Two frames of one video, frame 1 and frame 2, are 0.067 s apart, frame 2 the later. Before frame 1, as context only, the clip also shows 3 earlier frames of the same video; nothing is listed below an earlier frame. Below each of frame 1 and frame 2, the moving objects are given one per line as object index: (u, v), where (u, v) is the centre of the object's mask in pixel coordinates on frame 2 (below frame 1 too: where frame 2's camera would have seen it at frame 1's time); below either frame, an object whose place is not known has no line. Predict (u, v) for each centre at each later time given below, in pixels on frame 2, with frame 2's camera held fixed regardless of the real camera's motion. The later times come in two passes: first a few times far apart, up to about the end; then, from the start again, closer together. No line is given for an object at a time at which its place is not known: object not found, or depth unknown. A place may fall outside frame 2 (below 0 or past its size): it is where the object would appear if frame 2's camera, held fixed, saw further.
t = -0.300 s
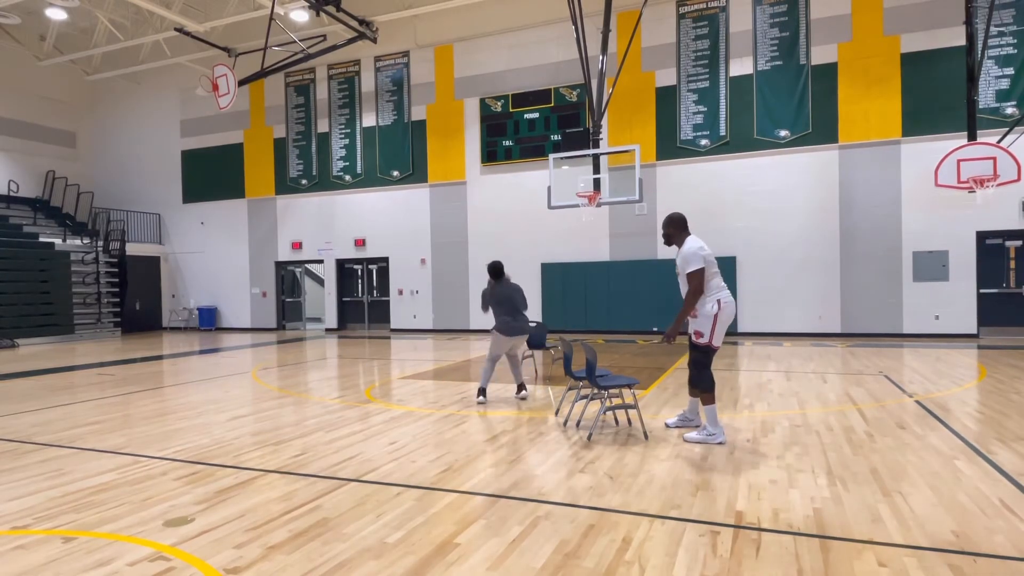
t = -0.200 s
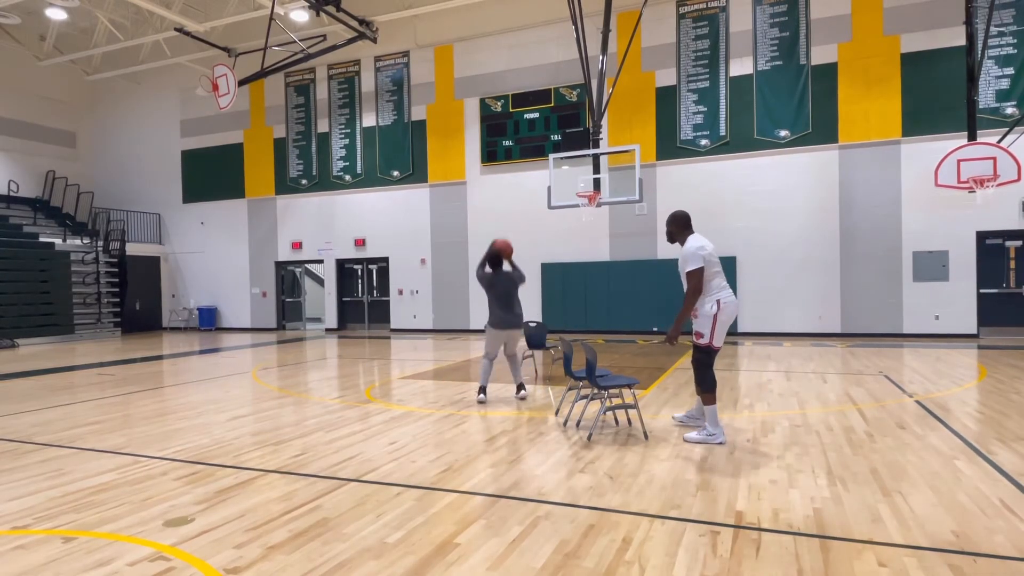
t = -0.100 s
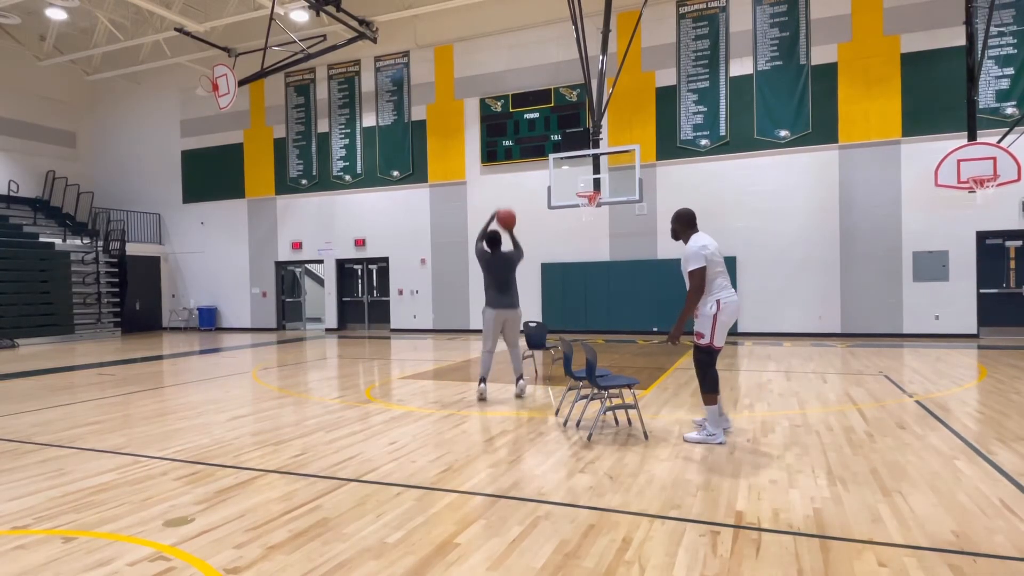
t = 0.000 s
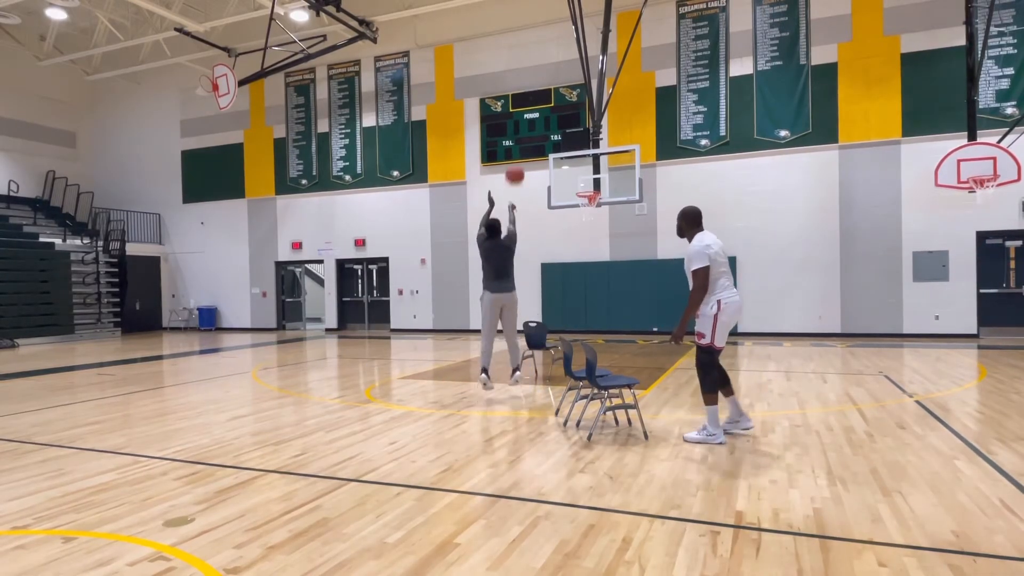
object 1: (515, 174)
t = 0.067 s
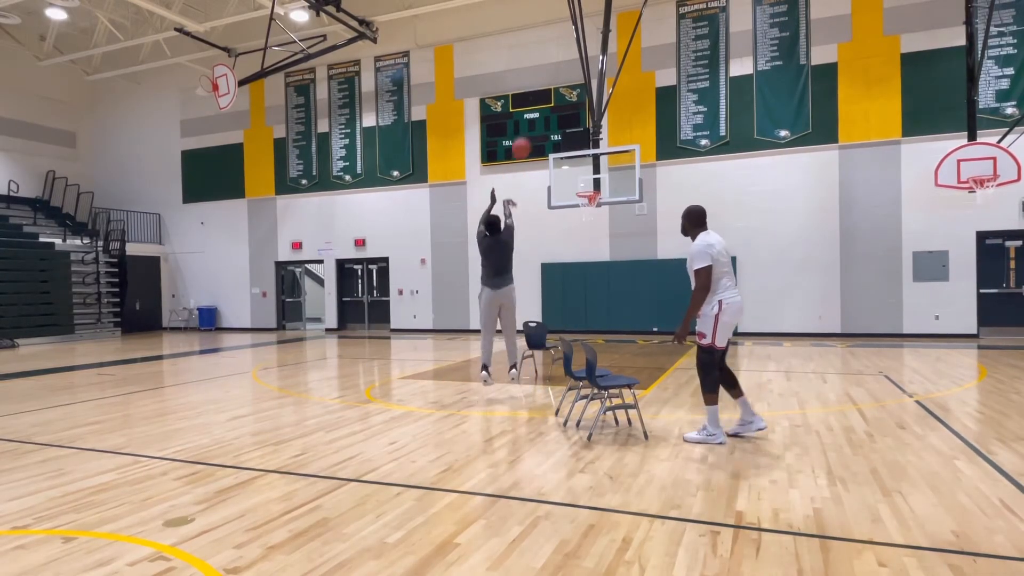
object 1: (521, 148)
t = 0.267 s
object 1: (538, 97)
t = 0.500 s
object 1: (555, 81)
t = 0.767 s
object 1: (571, 103)
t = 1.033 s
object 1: (585, 160)
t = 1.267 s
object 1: (583, 212)
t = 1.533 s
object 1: (573, 252)
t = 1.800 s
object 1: (563, 330)
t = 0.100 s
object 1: (524, 136)
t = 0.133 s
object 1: (527, 127)
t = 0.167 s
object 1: (530, 118)
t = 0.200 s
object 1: (533, 109)
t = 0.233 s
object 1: (535, 101)
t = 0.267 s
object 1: (538, 97)
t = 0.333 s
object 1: (543, 88)
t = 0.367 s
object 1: (546, 85)
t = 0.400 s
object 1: (548, 83)
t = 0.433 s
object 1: (550, 81)
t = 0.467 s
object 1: (553, 81)
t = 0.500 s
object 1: (555, 81)
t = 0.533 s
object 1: (557, 81)
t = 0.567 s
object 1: (559, 83)
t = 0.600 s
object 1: (561, 85)
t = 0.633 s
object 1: (563, 87)
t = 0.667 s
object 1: (565, 91)
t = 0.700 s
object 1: (568, 94)
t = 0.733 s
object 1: (569, 98)
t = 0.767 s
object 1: (571, 103)
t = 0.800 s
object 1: (573, 109)
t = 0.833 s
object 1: (575, 115)
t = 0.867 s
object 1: (577, 121)
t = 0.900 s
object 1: (578, 128)
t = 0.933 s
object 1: (580, 136)
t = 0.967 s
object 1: (581, 142)
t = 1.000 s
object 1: (583, 151)
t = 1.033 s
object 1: (585, 160)
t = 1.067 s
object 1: (587, 169)
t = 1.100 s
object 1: (588, 177)
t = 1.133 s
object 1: (590, 186)
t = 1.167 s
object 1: (589, 195)
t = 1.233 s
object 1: (584, 209)
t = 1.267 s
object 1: (583, 212)
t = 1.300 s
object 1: (582, 215)
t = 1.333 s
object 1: (580, 219)
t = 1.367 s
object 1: (579, 223)
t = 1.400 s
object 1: (578, 227)
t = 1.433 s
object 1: (576, 233)
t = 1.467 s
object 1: (575, 238)
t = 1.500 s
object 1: (574, 245)
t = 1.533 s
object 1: (573, 252)
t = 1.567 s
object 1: (571, 260)
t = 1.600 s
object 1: (570, 268)
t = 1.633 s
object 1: (569, 277)
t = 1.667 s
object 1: (567, 287)
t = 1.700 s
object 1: (566, 297)
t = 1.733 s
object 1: (565, 307)
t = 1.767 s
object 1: (564, 319)
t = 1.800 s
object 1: (563, 330)
